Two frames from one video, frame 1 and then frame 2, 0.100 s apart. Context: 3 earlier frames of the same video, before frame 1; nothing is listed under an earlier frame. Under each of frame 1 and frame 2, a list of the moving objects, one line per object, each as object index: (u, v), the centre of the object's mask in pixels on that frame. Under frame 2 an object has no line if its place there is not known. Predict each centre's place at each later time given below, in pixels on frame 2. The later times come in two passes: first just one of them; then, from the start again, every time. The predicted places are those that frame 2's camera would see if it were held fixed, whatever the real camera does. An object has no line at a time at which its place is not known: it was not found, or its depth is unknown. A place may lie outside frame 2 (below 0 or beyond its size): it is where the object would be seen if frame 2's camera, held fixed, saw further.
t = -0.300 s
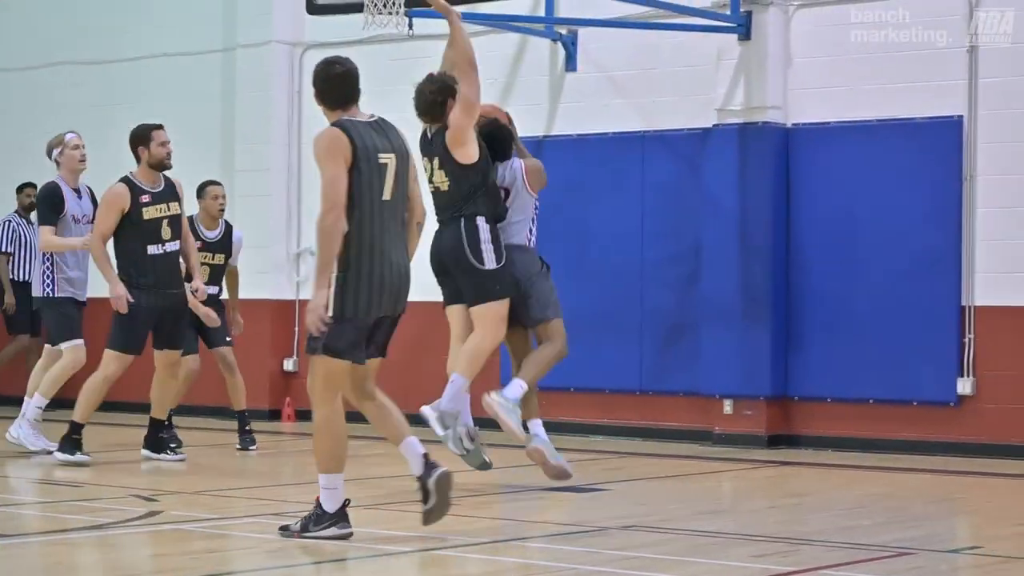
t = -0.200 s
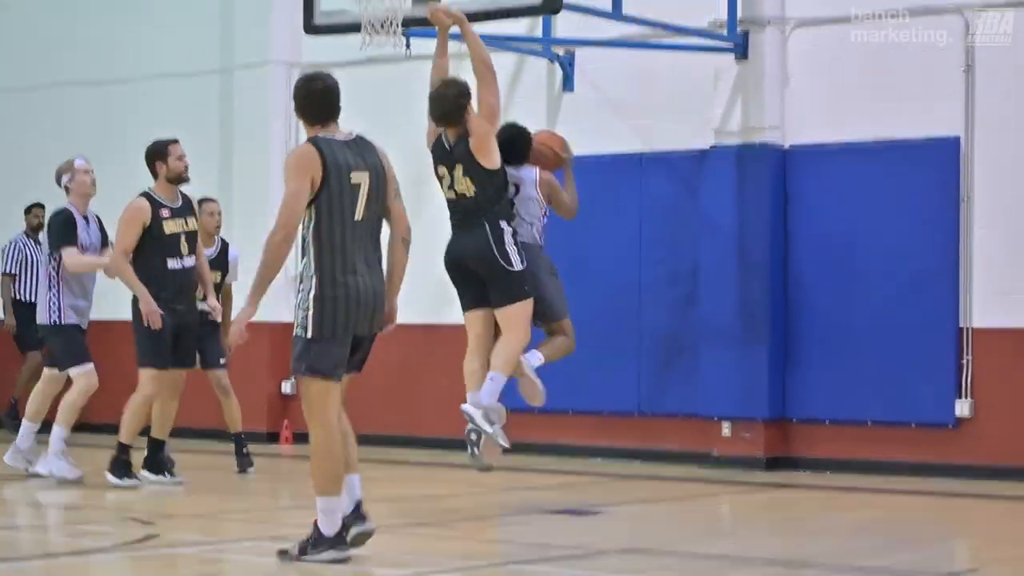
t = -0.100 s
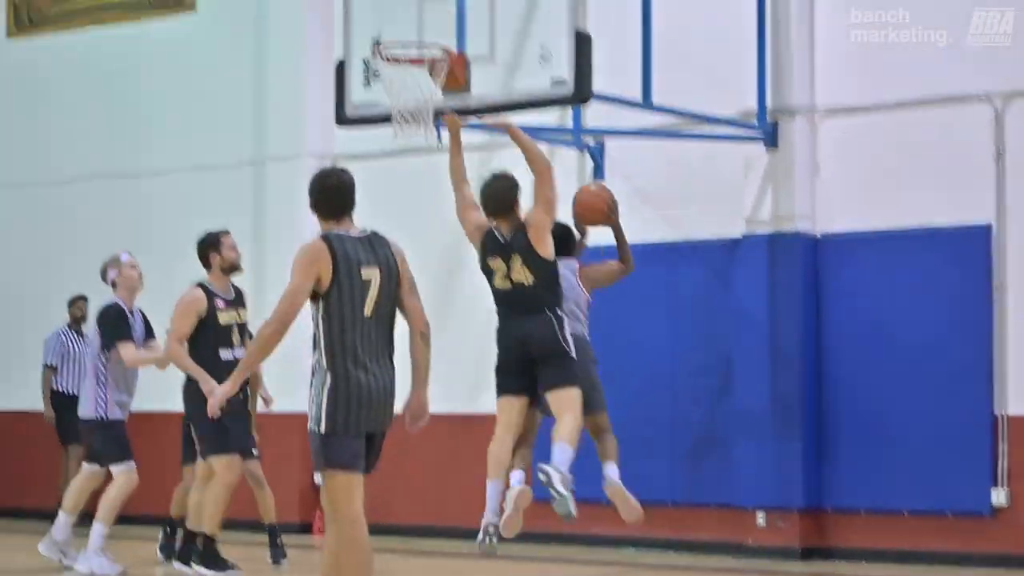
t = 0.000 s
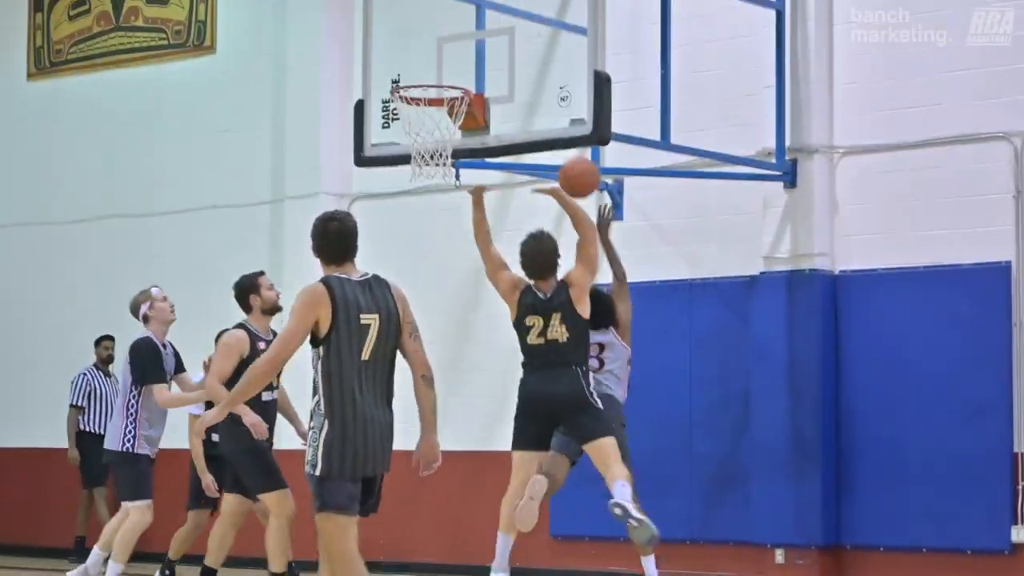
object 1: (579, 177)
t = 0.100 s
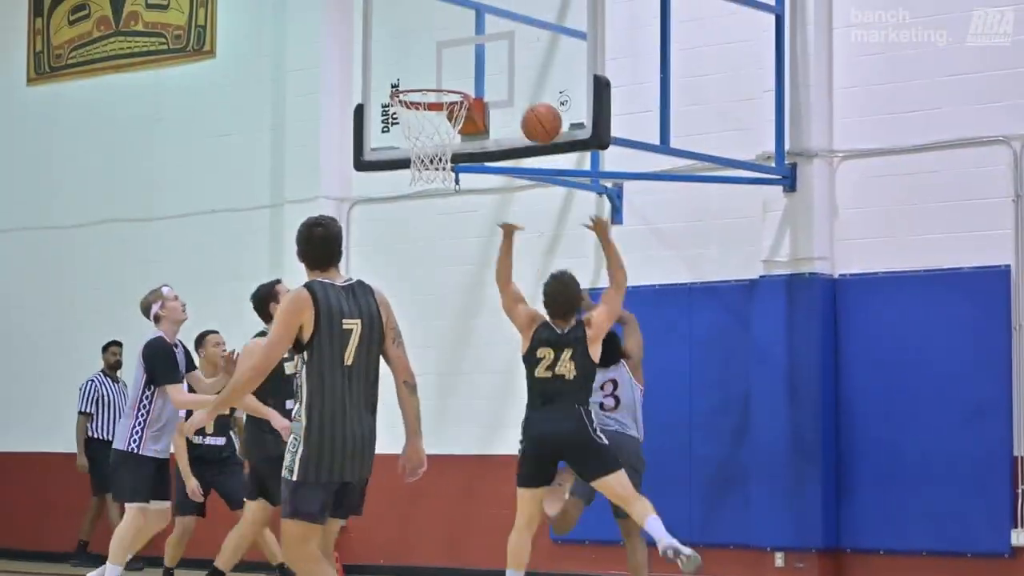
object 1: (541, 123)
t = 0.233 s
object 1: (495, 80)
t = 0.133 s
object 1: (529, 108)
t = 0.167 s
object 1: (518, 95)
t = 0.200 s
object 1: (506, 84)
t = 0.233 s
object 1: (495, 80)
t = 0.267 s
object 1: (484, 77)
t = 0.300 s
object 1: (474, 75)
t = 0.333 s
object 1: (463, 75)
